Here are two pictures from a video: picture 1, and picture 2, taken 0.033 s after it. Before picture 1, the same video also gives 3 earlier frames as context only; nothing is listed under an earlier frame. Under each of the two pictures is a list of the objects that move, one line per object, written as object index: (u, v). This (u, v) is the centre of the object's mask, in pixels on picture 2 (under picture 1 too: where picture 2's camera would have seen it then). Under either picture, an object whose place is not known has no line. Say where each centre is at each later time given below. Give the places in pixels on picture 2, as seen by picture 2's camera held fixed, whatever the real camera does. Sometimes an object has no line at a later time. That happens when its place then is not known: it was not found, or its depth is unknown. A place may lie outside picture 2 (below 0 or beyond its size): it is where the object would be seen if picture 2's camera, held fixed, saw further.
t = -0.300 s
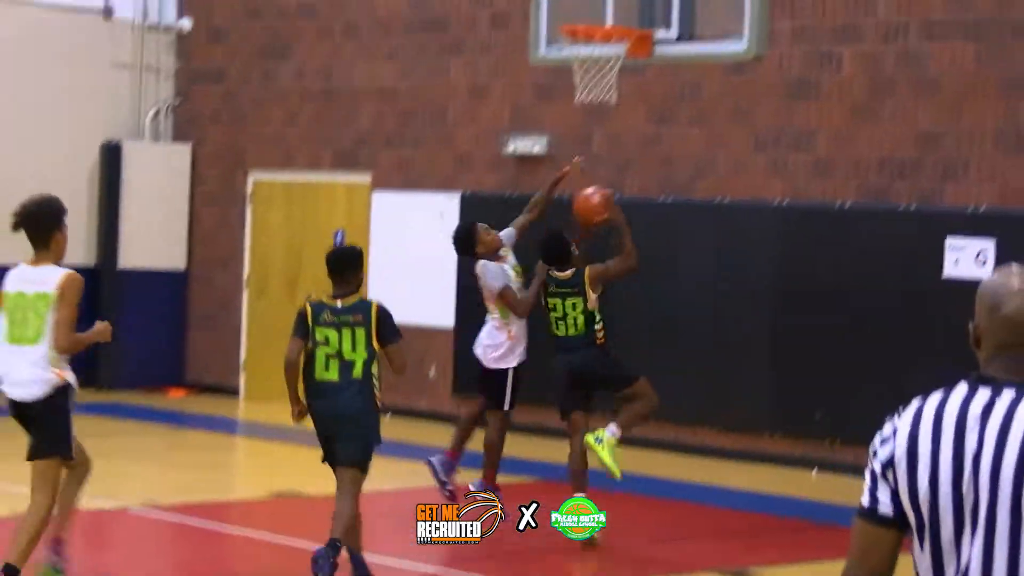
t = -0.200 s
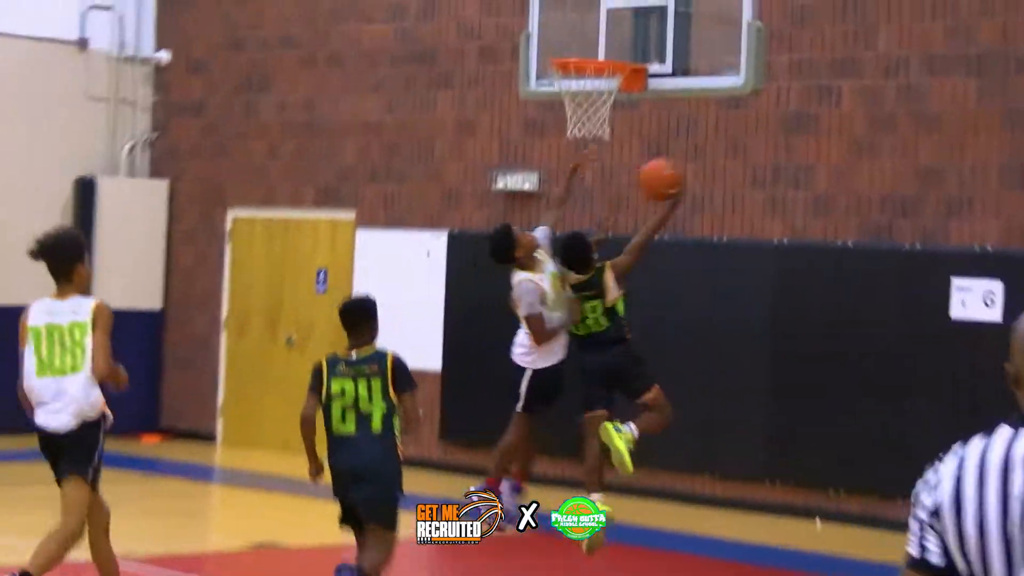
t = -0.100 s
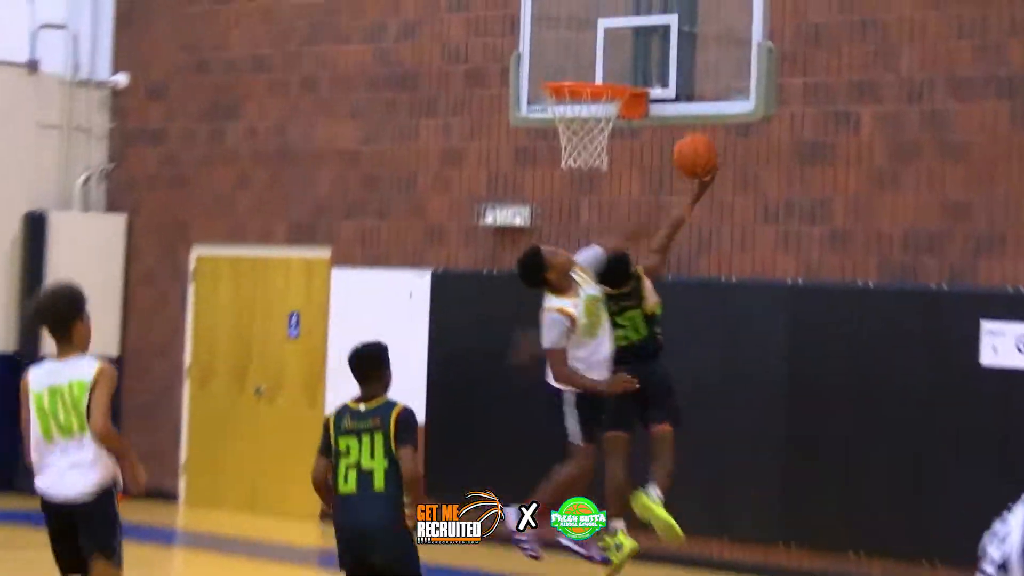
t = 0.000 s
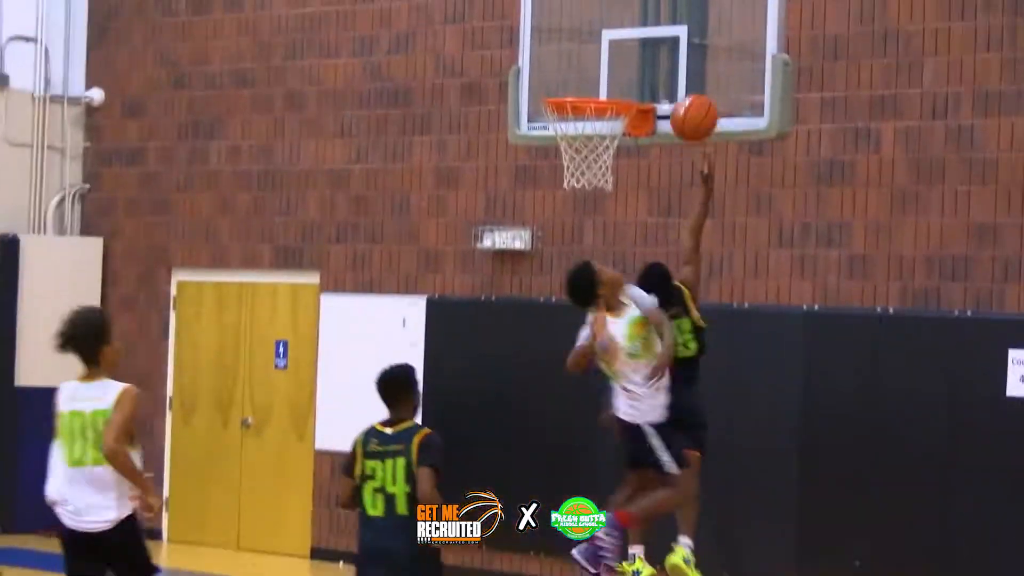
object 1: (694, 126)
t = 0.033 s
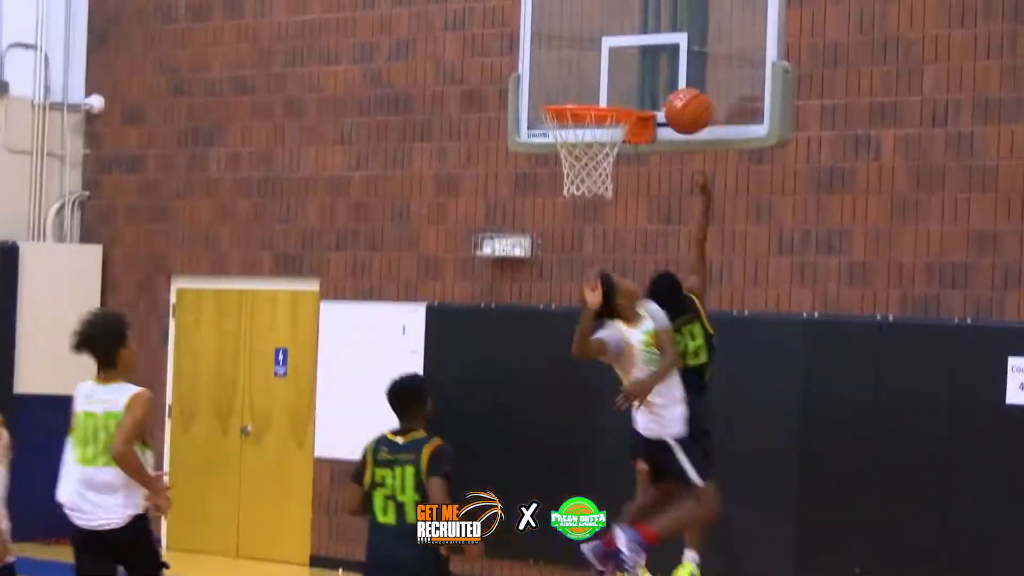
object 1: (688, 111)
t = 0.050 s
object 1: (685, 104)
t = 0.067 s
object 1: (683, 99)
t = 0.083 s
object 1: (679, 93)
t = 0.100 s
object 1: (676, 89)
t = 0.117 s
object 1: (673, 85)
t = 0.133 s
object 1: (669, 82)
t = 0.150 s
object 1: (662, 80)
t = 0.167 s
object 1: (656, 77)
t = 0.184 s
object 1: (651, 76)
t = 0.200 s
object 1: (645, 75)
